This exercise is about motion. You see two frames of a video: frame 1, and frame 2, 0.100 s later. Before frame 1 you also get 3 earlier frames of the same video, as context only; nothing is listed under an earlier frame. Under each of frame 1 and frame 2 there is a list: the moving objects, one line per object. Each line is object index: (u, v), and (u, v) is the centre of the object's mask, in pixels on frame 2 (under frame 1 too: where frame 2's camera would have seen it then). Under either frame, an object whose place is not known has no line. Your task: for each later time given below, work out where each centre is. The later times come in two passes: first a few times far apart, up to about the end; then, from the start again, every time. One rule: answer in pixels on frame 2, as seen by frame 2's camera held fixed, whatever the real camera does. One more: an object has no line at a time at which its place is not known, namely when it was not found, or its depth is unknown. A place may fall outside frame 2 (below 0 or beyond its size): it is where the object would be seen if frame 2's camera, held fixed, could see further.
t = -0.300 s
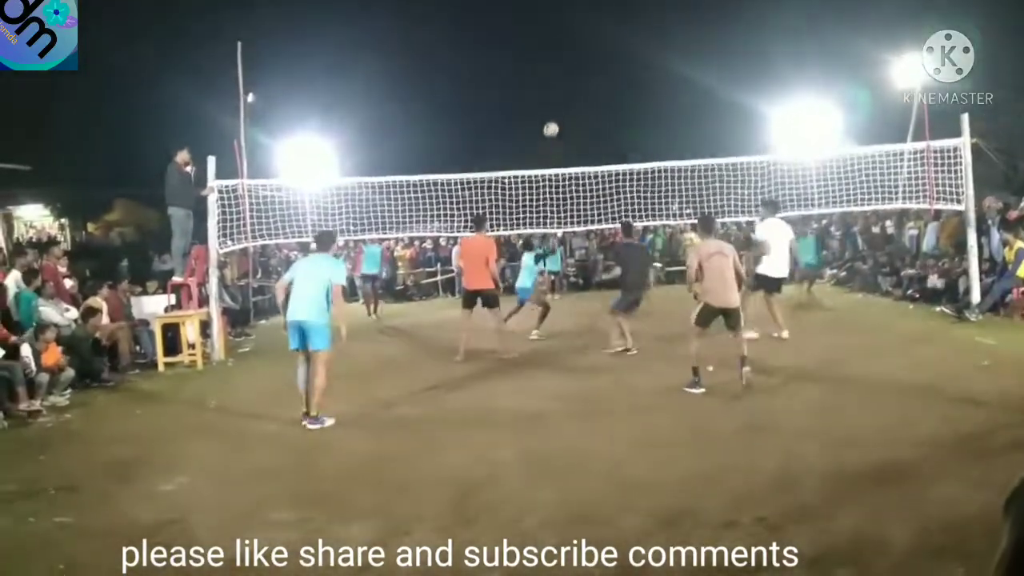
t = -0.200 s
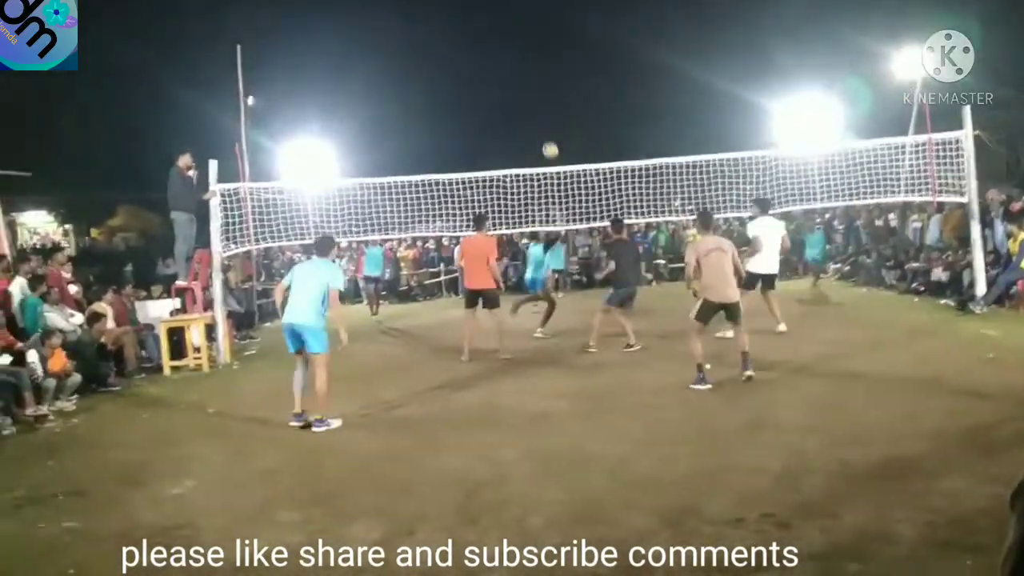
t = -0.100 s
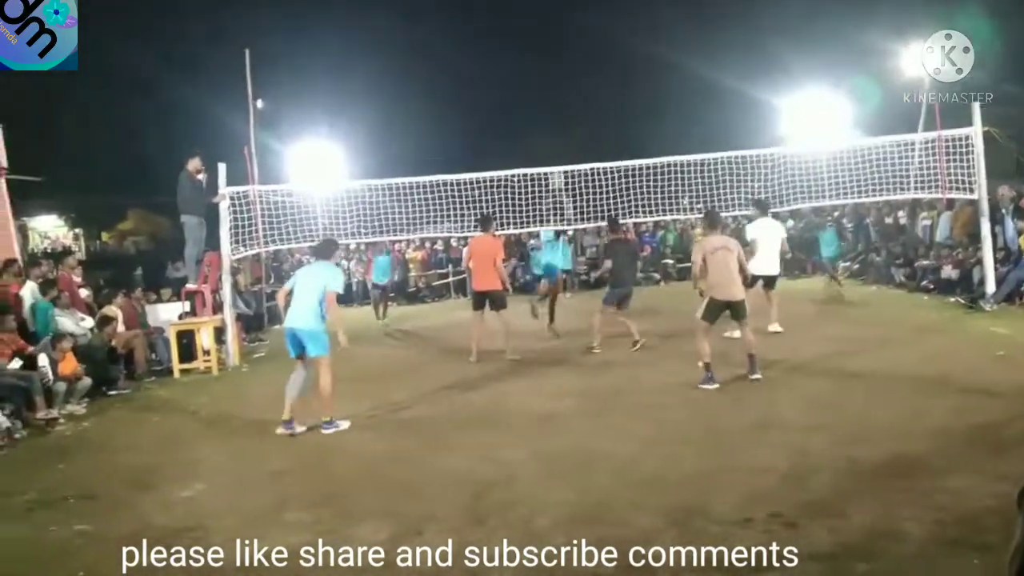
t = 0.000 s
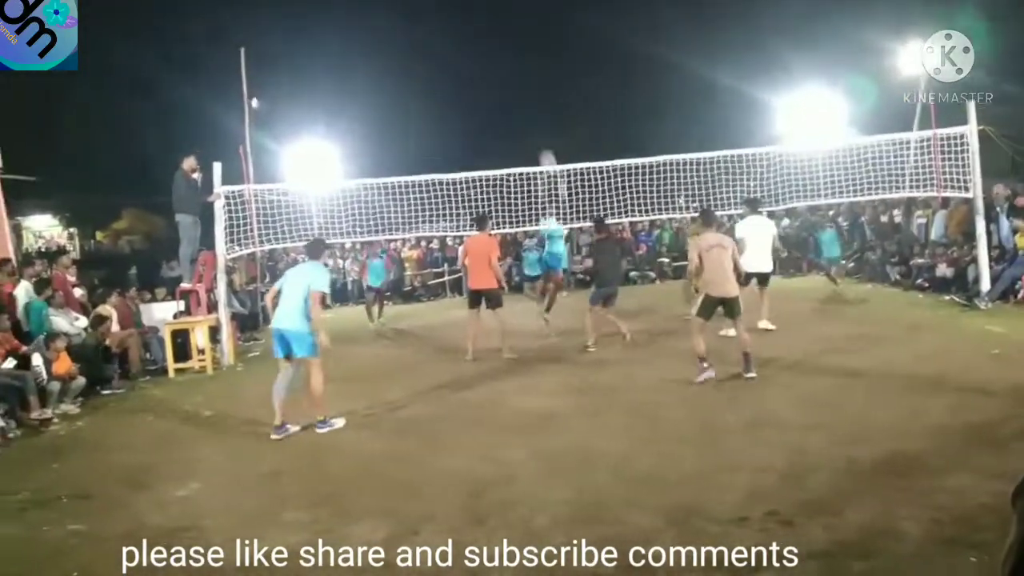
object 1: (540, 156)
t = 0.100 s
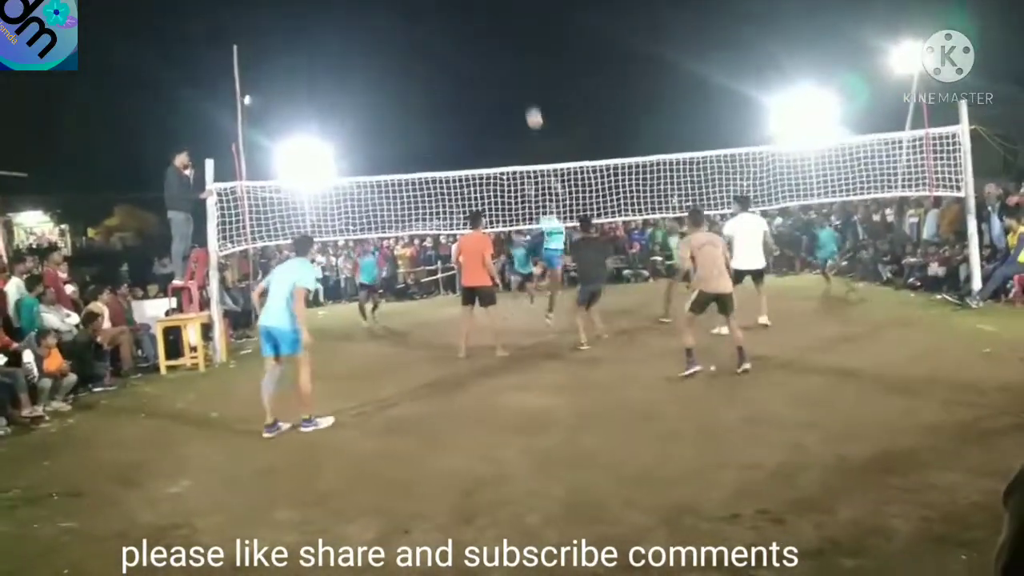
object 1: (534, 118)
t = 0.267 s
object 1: (523, 66)
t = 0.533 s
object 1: (508, 26)
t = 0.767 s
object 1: (498, 32)
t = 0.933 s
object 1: (493, 60)
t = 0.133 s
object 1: (532, 106)
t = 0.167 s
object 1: (530, 94)
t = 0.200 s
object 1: (527, 84)
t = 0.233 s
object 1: (525, 74)
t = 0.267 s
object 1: (523, 66)
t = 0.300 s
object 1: (520, 58)
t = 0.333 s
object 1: (519, 51)
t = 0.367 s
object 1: (517, 45)
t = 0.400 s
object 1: (515, 40)
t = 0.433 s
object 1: (513, 36)
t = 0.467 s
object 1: (511, 32)
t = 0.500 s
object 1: (510, 29)
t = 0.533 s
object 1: (508, 26)
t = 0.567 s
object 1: (506, 25)
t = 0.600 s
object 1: (504, 24)
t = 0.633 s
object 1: (503, 25)
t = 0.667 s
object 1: (501, 26)
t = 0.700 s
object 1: (500, 27)
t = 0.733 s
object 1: (499, 30)
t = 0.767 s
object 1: (498, 32)
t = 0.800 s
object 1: (497, 36)
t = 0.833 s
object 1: (496, 41)
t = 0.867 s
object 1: (495, 46)
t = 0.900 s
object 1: (494, 52)
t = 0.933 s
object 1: (493, 60)
